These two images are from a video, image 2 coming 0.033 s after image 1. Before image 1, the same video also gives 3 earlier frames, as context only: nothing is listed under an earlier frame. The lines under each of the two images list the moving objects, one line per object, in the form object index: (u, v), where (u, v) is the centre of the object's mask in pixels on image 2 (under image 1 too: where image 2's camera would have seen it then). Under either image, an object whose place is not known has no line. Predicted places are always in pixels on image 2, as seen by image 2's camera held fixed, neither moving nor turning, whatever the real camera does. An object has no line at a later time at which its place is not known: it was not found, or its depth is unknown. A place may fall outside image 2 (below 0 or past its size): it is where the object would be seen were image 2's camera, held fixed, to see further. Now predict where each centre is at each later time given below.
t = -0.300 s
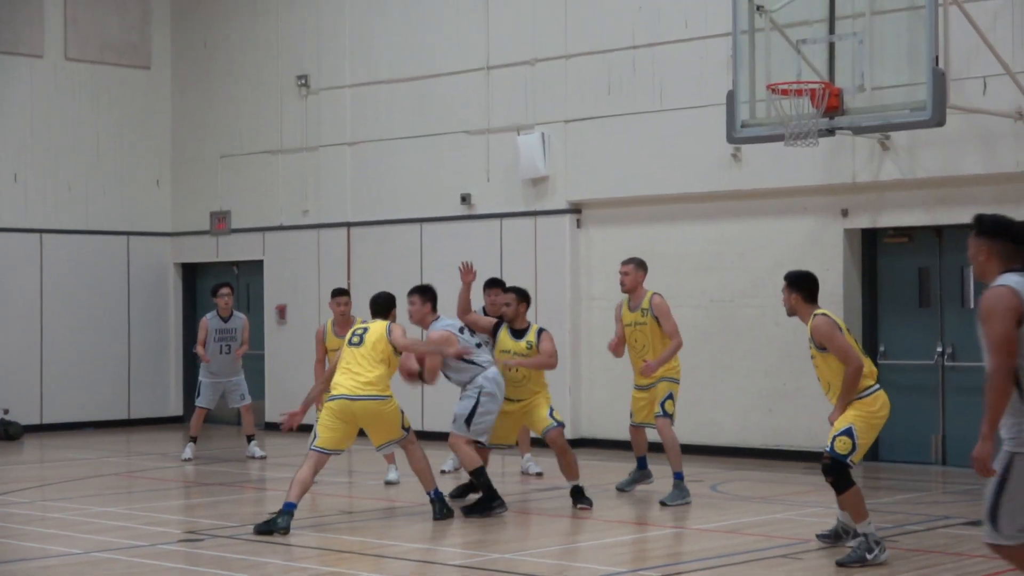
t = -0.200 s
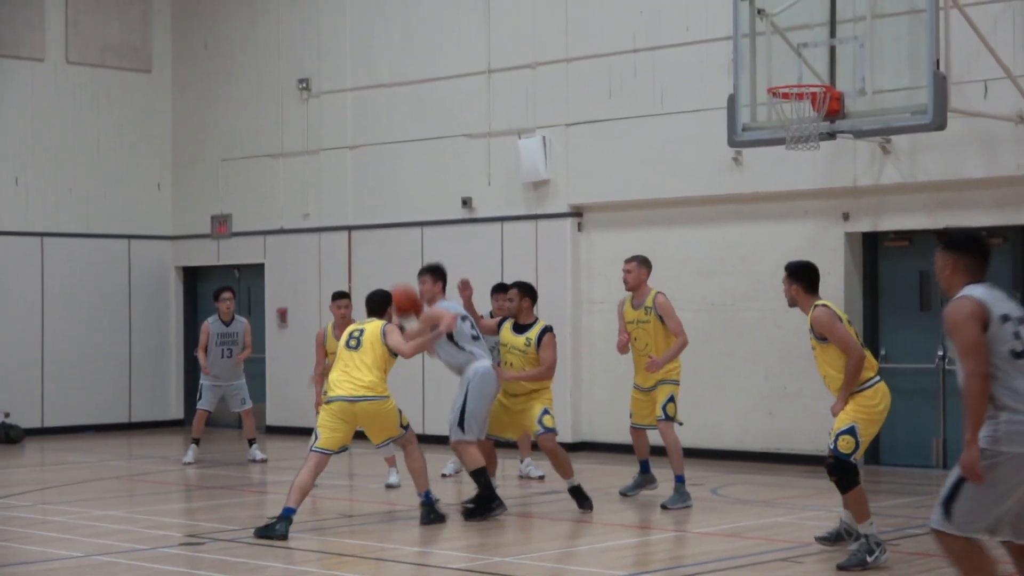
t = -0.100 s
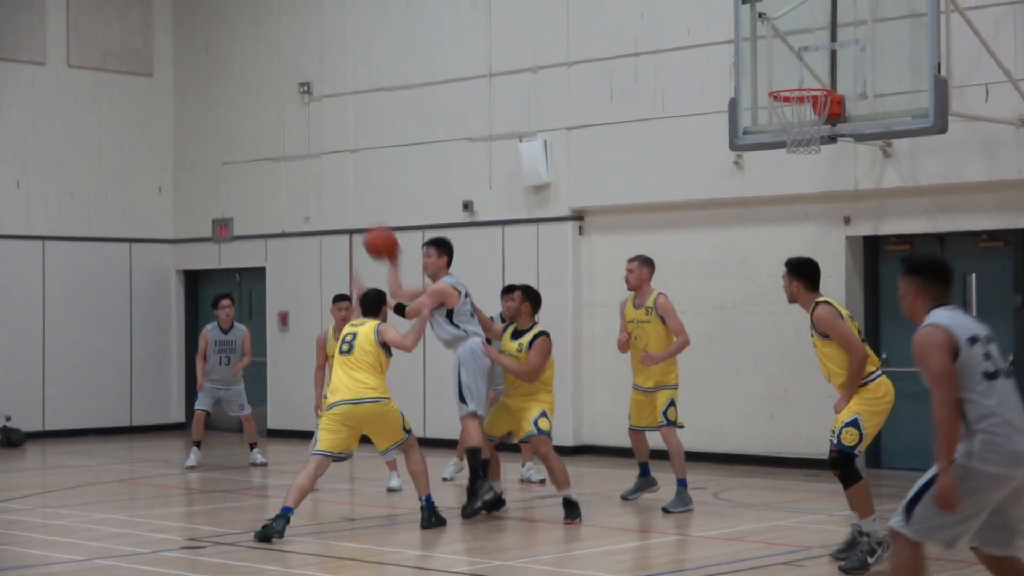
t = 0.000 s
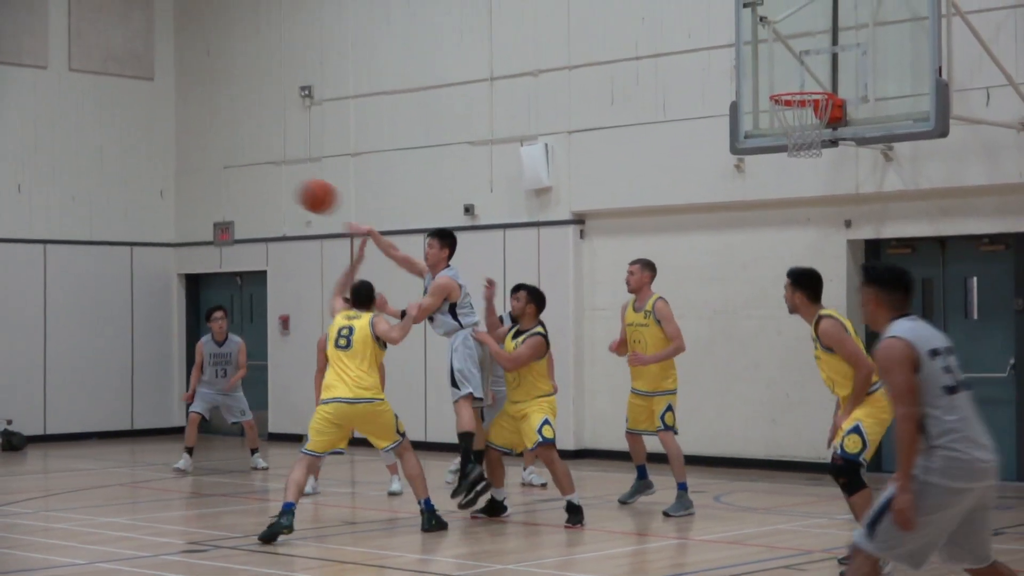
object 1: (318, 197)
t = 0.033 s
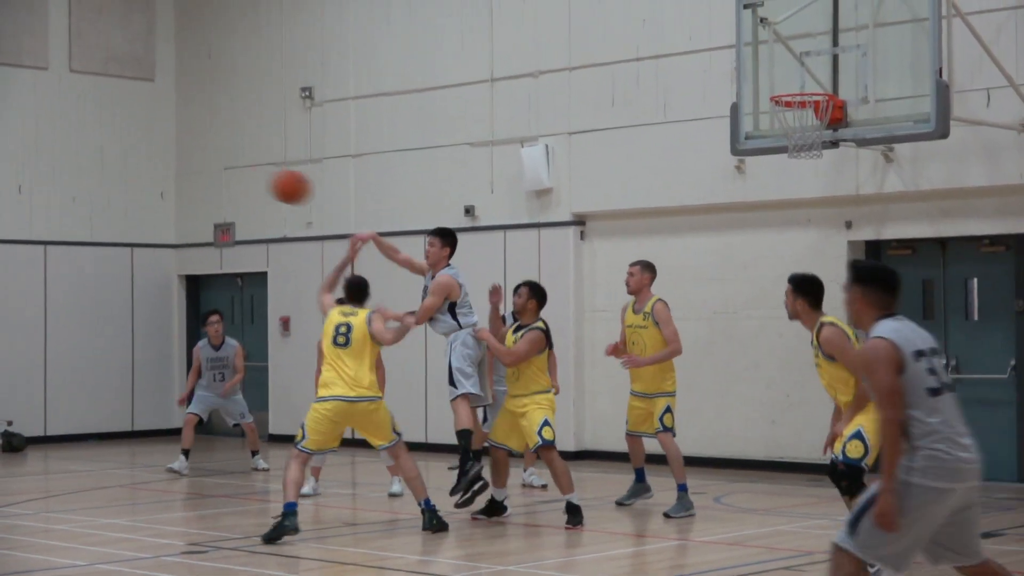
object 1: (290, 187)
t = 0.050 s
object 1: (276, 182)
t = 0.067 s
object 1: (262, 177)
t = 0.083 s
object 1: (247, 173)
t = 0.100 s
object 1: (233, 170)
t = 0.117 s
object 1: (218, 166)
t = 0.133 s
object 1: (204, 163)
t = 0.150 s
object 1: (188, 160)
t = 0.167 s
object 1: (172, 157)
